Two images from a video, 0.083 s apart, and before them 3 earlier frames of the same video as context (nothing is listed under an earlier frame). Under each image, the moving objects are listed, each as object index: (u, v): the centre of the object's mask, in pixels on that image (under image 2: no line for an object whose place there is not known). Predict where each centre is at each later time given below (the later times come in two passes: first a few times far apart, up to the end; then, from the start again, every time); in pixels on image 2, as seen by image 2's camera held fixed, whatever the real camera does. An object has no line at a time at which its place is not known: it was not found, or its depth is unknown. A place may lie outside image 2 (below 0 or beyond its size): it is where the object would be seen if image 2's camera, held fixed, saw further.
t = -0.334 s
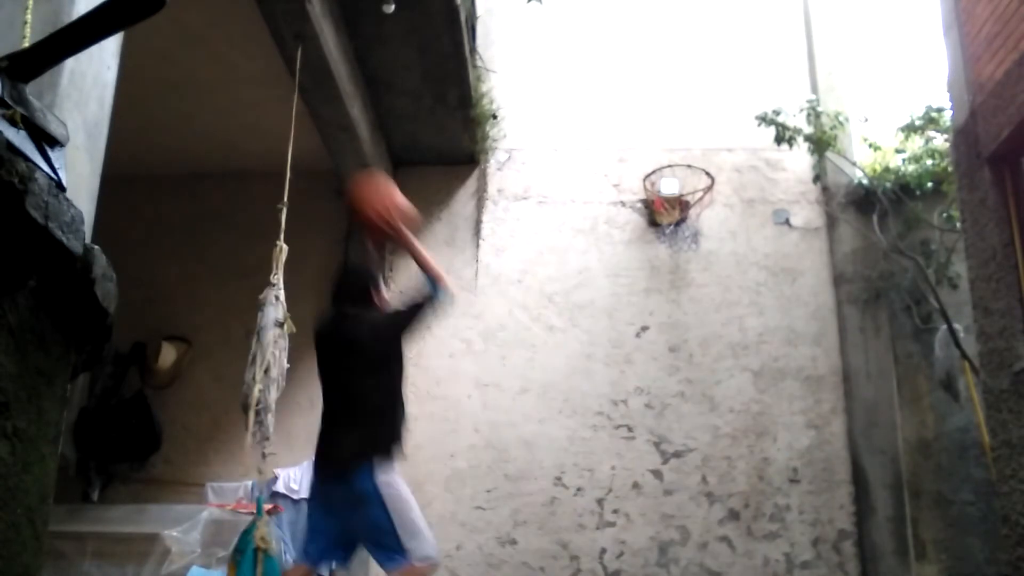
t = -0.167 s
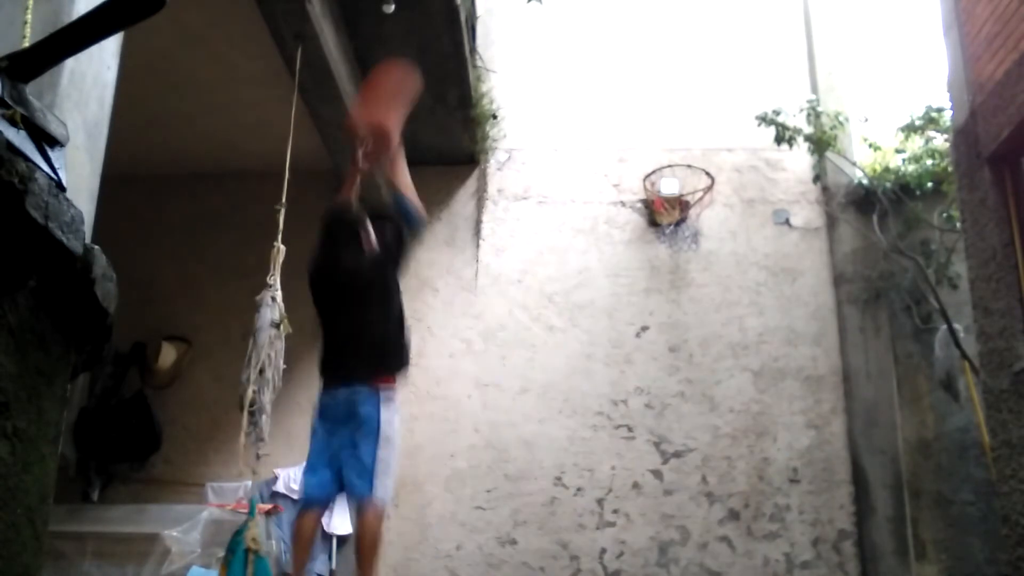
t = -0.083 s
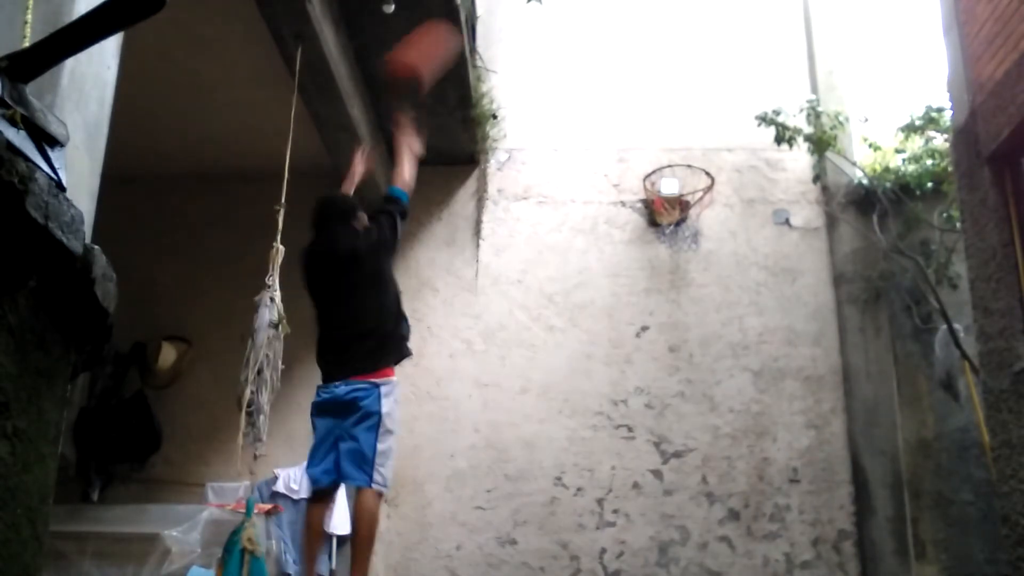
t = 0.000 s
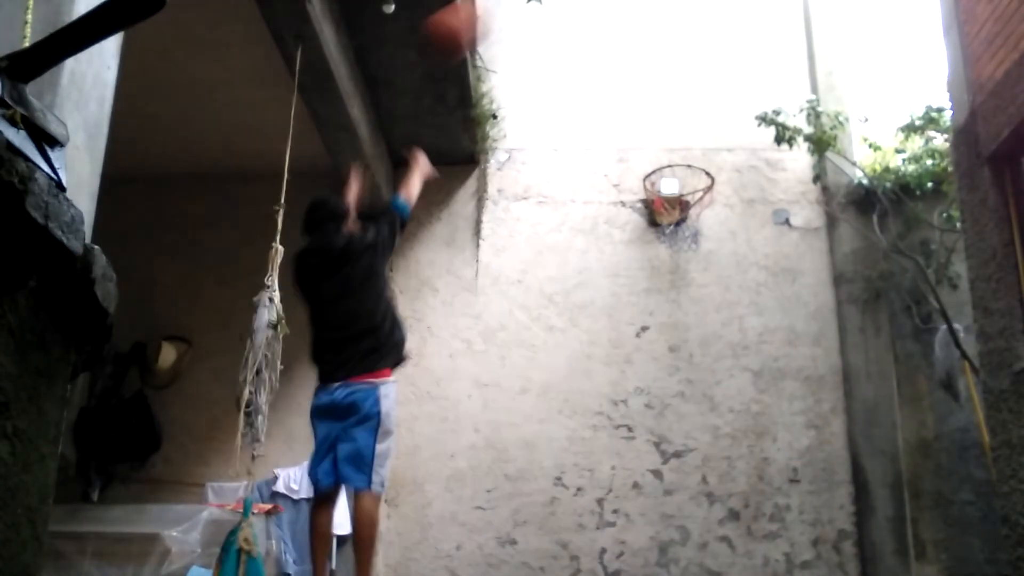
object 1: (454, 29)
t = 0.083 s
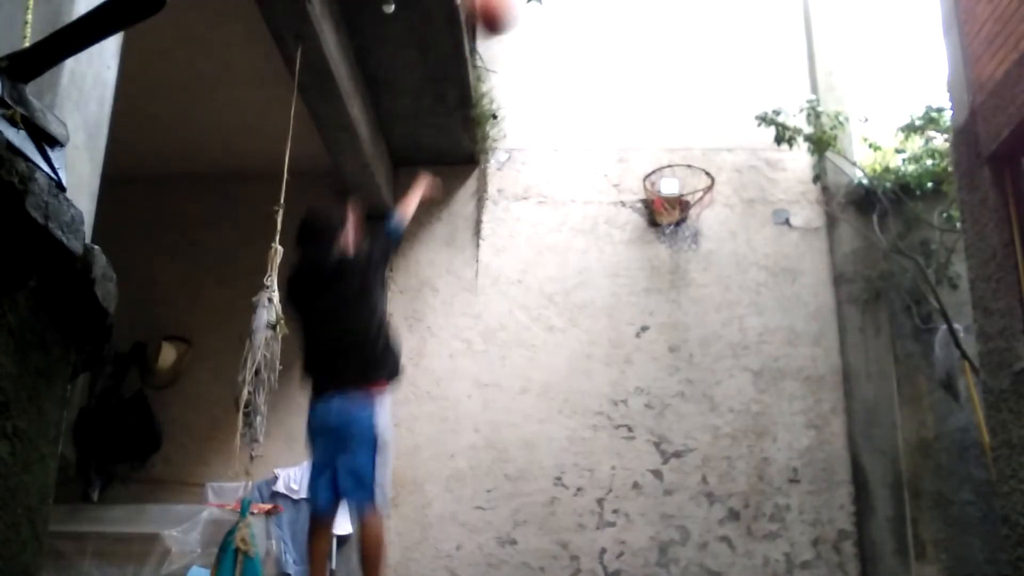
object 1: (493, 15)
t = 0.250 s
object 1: (544, 16)
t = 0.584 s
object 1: (632, 125)
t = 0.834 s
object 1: (639, 128)
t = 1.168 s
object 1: (636, 144)
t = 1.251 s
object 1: (629, 158)
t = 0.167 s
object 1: (521, 13)
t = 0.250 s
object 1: (544, 16)
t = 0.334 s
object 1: (567, 29)
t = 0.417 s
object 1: (589, 52)
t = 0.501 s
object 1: (612, 86)
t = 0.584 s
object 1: (632, 125)
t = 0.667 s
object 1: (646, 151)
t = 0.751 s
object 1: (642, 130)
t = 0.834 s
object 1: (639, 128)
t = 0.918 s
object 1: (638, 125)
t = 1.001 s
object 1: (638, 124)
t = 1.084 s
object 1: (637, 130)
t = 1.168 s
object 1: (636, 144)
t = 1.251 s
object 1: (629, 158)
